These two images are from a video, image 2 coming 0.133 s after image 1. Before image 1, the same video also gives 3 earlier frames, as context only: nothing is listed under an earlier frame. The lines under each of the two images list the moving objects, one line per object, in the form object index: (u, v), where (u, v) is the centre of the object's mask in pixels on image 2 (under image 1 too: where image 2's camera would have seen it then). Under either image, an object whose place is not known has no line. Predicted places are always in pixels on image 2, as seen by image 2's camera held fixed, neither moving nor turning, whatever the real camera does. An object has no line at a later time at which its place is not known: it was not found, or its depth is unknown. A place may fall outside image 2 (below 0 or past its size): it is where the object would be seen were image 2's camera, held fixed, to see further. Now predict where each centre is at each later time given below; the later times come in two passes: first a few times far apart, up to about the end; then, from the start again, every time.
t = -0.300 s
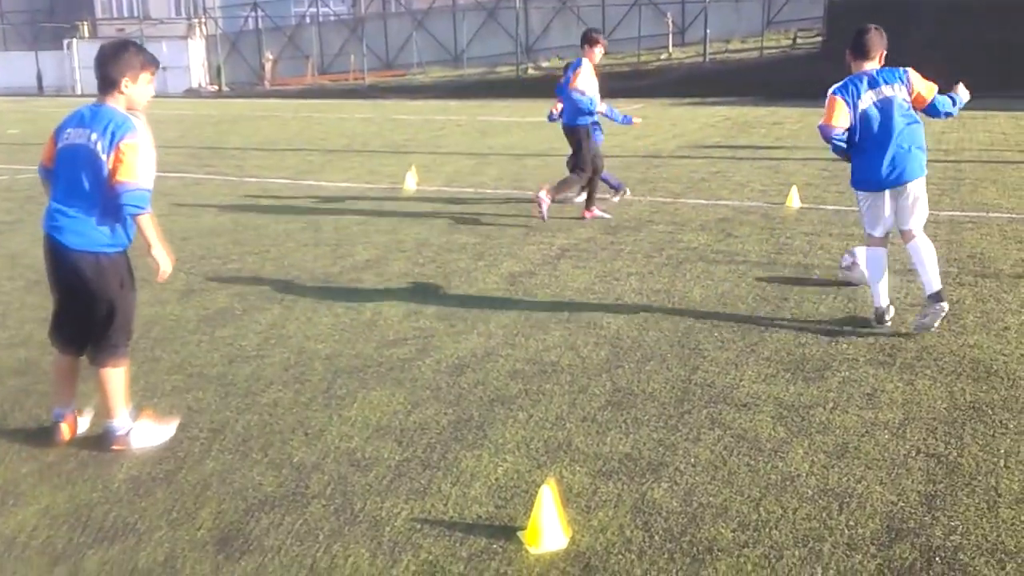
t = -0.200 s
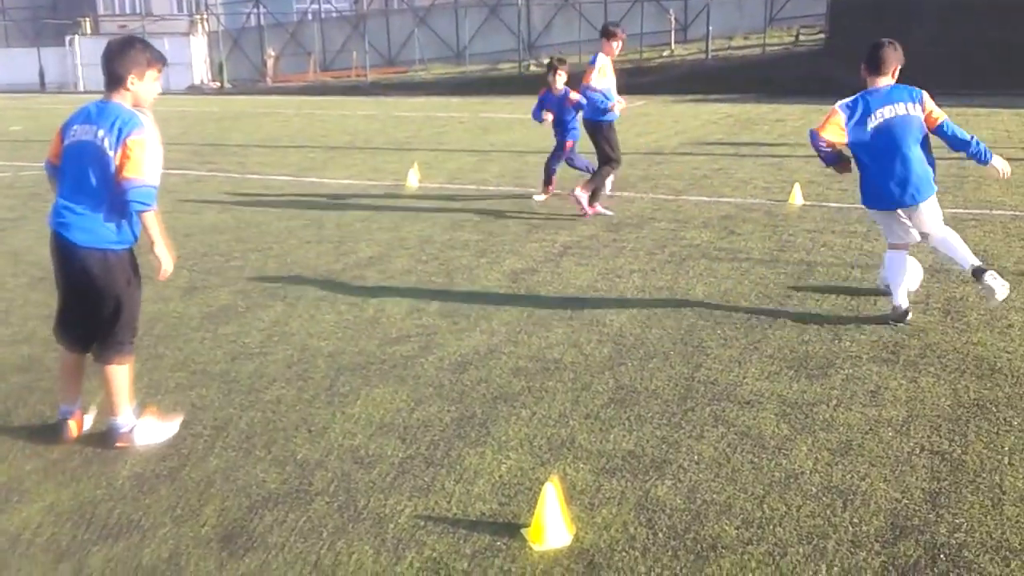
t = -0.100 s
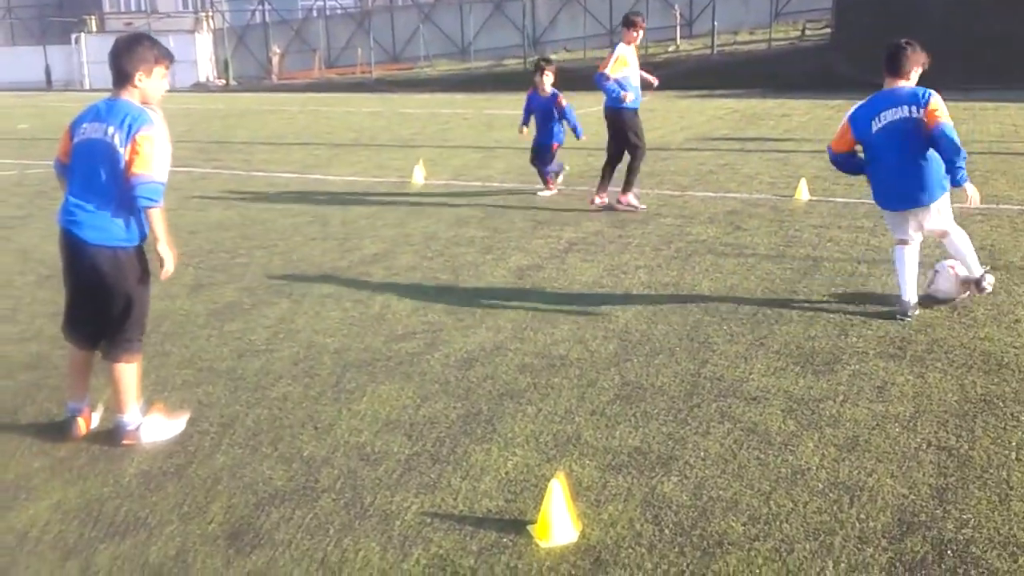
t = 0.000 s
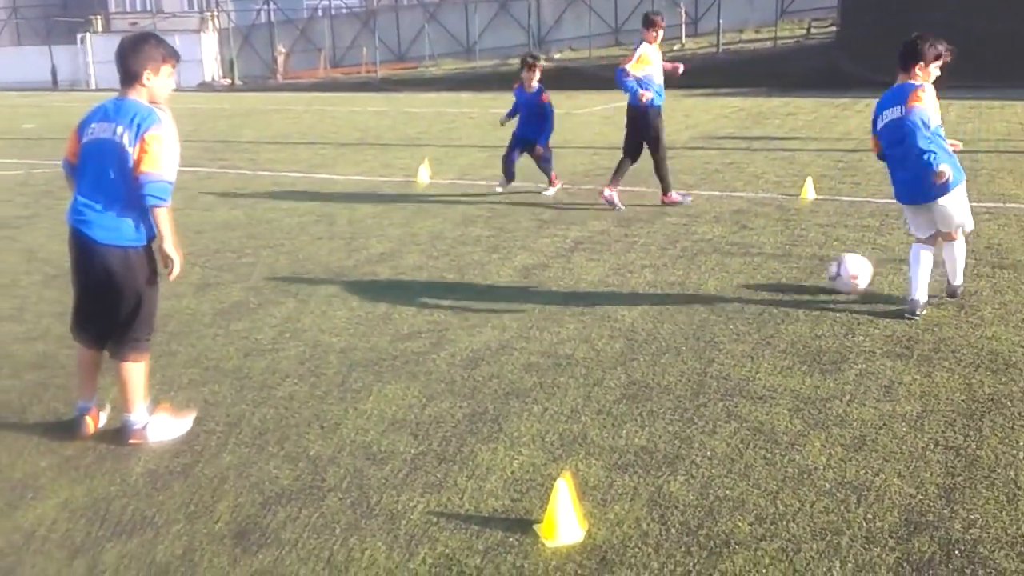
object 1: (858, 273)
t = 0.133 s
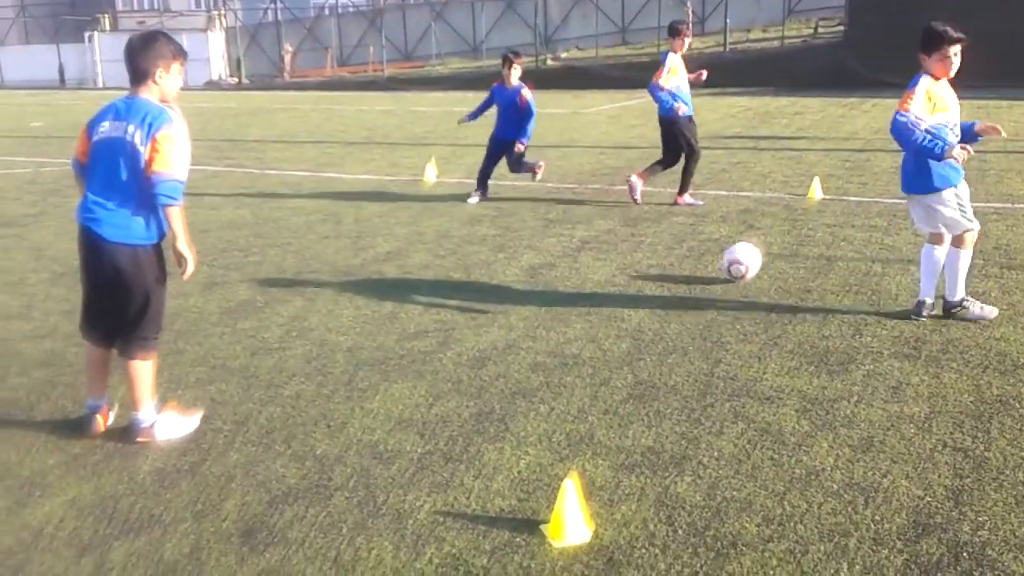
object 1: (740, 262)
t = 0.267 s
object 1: (653, 253)
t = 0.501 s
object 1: (533, 250)
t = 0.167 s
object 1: (715, 261)
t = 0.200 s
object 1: (691, 260)
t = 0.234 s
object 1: (672, 255)
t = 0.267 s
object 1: (653, 253)
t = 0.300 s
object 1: (634, 251)
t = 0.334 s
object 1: (615, 253)
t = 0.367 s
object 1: (598, 254)
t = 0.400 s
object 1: (580, 251)
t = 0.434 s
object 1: (564, 248)
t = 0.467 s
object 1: (548, 249)
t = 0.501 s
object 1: (533, 250)
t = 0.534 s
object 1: (518, 247)
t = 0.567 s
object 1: (502, 245)
